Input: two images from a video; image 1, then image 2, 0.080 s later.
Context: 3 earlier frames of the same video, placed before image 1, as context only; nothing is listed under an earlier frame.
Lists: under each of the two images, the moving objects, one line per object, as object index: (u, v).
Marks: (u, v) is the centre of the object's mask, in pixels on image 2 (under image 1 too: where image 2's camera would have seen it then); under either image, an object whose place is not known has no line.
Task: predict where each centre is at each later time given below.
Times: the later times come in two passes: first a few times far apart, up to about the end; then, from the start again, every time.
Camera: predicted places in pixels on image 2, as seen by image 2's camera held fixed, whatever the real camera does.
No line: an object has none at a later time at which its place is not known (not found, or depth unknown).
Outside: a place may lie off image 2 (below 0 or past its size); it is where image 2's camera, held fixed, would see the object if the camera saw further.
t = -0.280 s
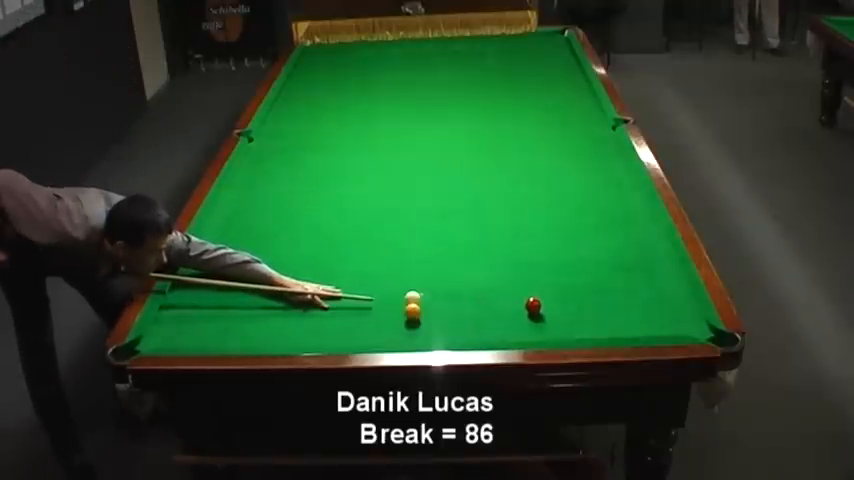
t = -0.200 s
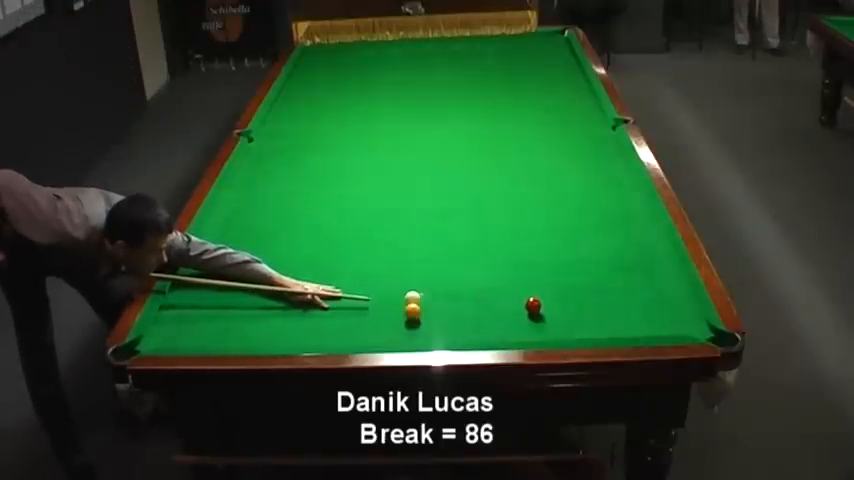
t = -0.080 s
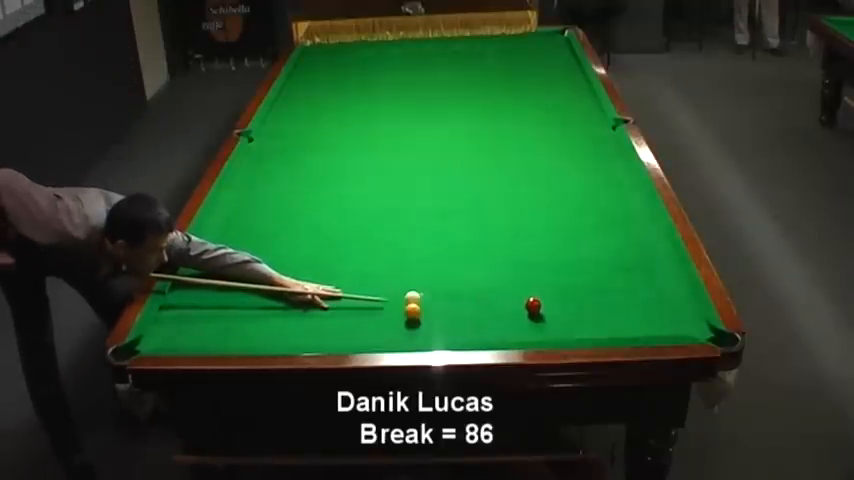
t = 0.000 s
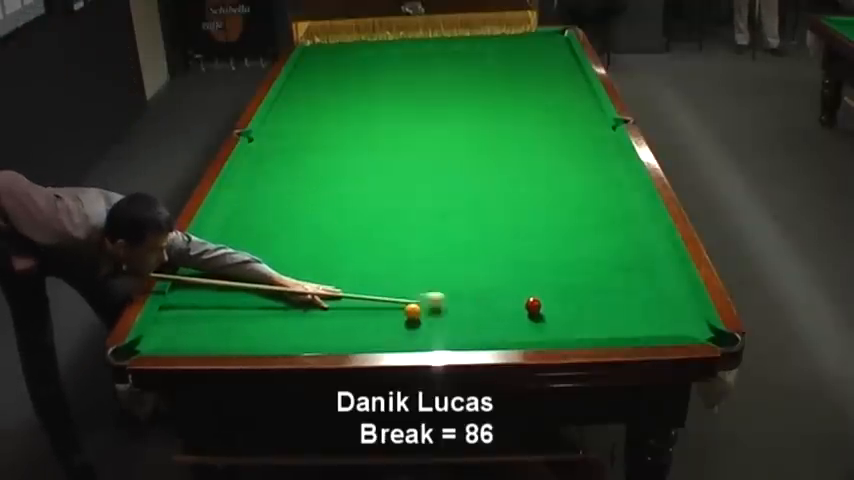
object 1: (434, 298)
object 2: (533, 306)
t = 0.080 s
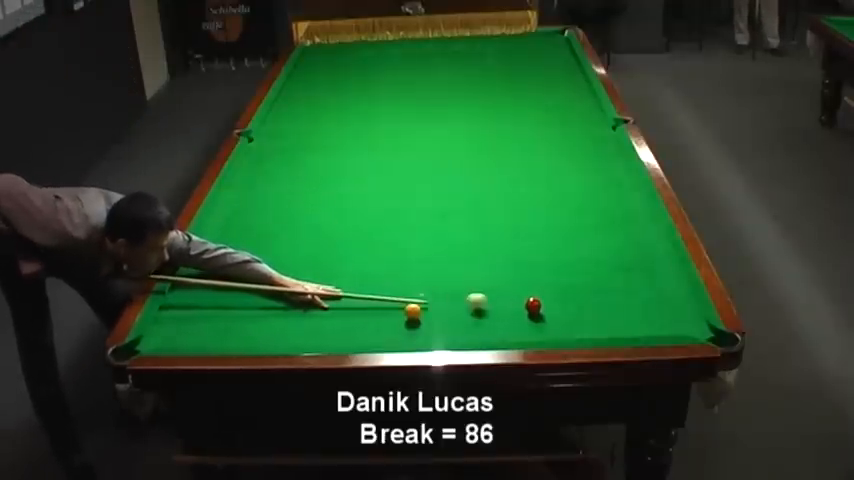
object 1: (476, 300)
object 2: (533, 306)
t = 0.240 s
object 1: (519, 299)
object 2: (560, 310)
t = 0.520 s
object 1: (520, 291)
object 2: (647, 323)
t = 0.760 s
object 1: (521, 285)
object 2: (715, 337)
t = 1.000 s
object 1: (523, 281)
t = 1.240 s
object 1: (524, 277)
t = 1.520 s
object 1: (524, 274)
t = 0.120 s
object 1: (496, 300)
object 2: (533, 306)
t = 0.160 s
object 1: (515, 301)
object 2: (533, 306)
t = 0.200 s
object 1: (518, 300)
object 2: (546, 308)
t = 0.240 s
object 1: (519, 299)
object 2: (560, 310)
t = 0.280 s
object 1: (519, 298)
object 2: (574, 312)
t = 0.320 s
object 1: (519, 297)
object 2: (587, 314)
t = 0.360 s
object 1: (519, 296)
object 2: (599, 316)
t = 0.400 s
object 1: (520, 294)
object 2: (611, 318)
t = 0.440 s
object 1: (520, 293)
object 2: (623, 320)
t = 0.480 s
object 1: (520, 292)
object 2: (635, 321)
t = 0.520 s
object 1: (520, 291)
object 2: (647, 323)
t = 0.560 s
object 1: (520, 290)
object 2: (659, 325)
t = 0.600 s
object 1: (521, 289)
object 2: (671, 326)
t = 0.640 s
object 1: (521, 288)
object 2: (683, 328)
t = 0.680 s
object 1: (521, 287)
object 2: (694, 330)
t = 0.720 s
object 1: (521, 286)
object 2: (707, 331)
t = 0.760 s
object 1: (521, 285)
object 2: (715, 337)
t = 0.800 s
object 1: (522, 285)
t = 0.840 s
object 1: (522, 284)
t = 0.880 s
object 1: (522, 283)
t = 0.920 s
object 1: (523, 282)
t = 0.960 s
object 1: (523, 281)
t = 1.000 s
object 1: (523, 281)
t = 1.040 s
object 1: (523, 280)
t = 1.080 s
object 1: (523, 280)
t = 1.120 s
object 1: (523, 279)
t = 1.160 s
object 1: (523, 278)
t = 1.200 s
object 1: (524, 278)
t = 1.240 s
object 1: (524, 277)
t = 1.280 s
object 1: (524, 277)
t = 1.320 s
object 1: (524, 276)
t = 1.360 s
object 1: (524, 276)
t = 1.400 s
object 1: (524, 275)
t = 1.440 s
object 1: (524, 275)
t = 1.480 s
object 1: (524, 275)
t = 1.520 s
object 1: (524, 274)
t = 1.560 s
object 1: (524, 274)
